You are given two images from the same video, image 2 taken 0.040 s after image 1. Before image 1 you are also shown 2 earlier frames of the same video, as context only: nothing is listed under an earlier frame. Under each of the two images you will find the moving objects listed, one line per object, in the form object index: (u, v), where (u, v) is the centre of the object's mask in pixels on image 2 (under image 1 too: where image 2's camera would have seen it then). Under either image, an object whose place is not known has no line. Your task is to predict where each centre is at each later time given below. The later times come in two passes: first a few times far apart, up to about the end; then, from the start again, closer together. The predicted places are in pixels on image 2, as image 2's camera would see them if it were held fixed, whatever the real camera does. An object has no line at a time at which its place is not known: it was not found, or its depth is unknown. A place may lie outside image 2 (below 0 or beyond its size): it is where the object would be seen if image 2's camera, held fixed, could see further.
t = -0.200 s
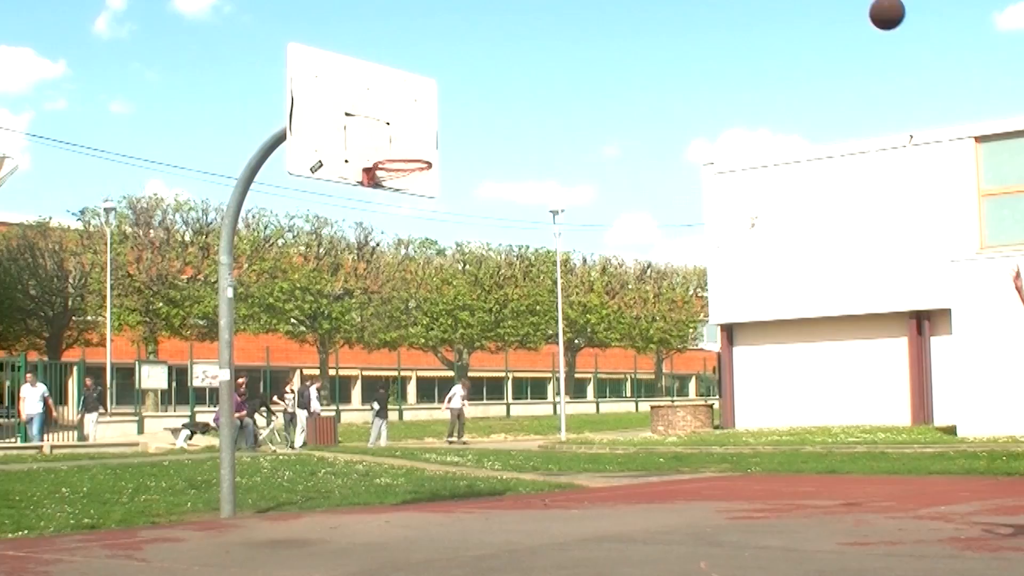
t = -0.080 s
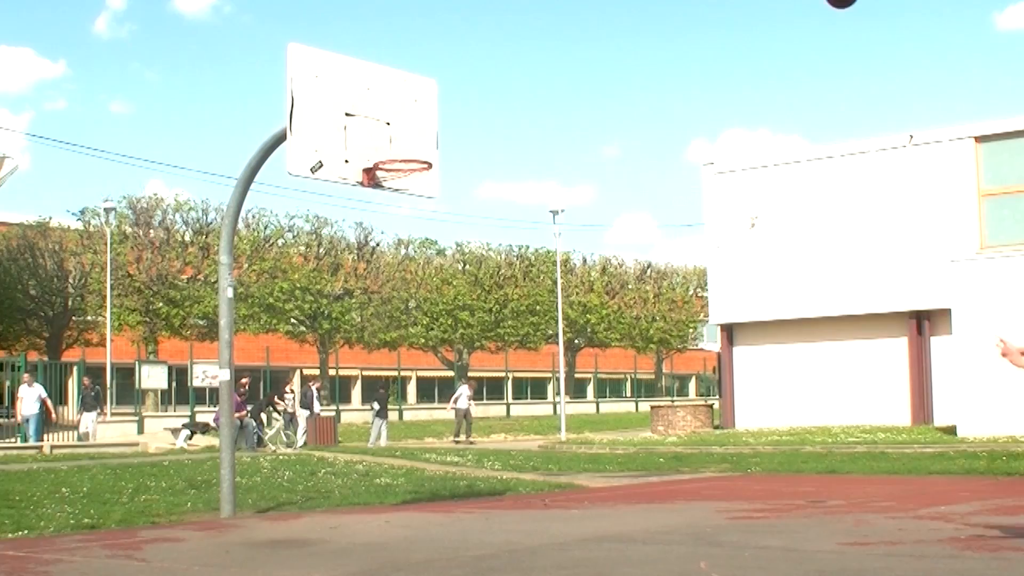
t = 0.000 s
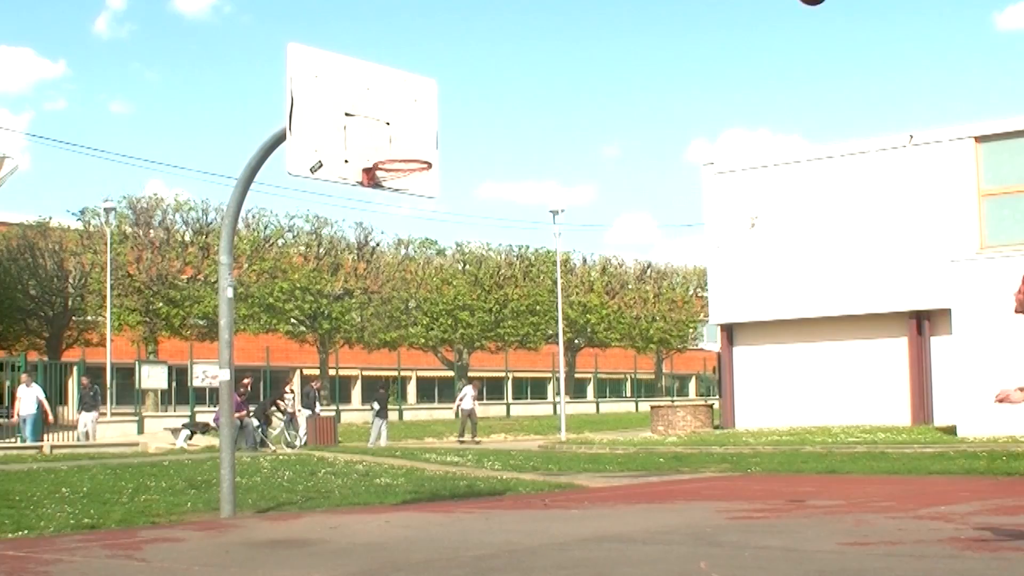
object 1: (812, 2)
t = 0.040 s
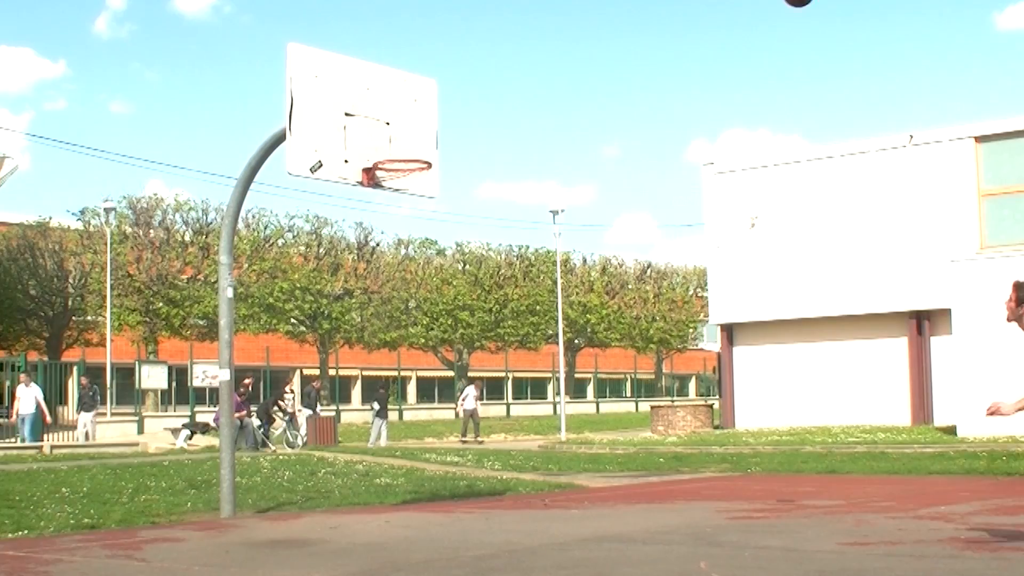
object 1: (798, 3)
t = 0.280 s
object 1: (720, 42)
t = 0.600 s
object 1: (627, 222)
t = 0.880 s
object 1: (551, 476)
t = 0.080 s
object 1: (784, 5)
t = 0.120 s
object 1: (771, 7)
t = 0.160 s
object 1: (758, 11)
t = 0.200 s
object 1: (745, 17)
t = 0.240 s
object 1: (733, 29)
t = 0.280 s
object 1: (720, 42)
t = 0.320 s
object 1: (708, 58)
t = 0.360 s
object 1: (696, 76)
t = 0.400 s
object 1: (684, 96)
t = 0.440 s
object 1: (672, 117)
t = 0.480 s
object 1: (661, 141)
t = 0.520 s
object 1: (649, 166)
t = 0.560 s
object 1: (638, 193)
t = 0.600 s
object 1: (627, 222)
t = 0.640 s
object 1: (616, 253)
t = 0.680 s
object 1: (605, 286)
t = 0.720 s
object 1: (594, 321)
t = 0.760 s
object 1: (583, 356)
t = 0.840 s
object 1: (562, 435)
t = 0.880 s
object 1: (551, 476)
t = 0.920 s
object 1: (542, 515)
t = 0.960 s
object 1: (538, 481)
